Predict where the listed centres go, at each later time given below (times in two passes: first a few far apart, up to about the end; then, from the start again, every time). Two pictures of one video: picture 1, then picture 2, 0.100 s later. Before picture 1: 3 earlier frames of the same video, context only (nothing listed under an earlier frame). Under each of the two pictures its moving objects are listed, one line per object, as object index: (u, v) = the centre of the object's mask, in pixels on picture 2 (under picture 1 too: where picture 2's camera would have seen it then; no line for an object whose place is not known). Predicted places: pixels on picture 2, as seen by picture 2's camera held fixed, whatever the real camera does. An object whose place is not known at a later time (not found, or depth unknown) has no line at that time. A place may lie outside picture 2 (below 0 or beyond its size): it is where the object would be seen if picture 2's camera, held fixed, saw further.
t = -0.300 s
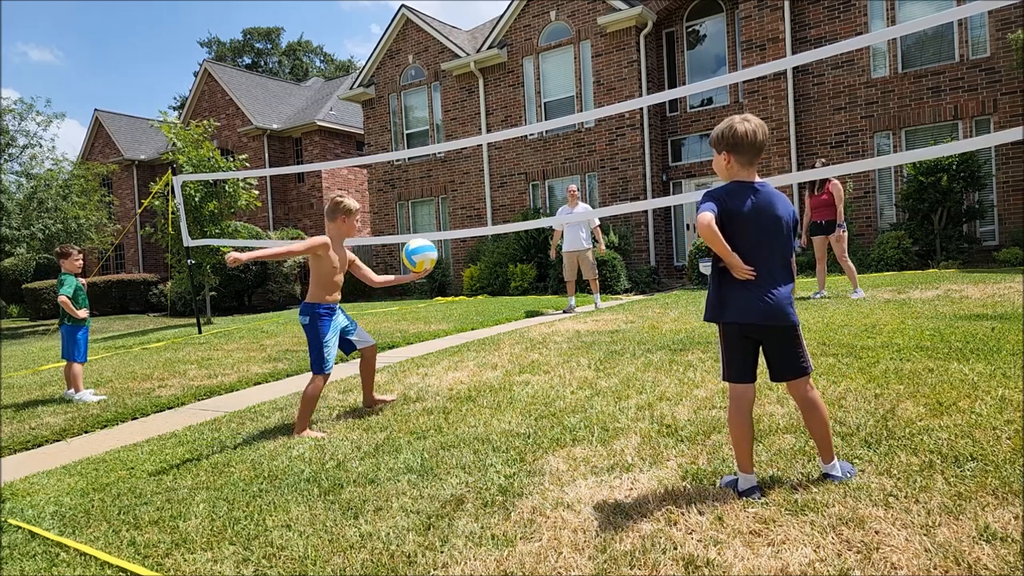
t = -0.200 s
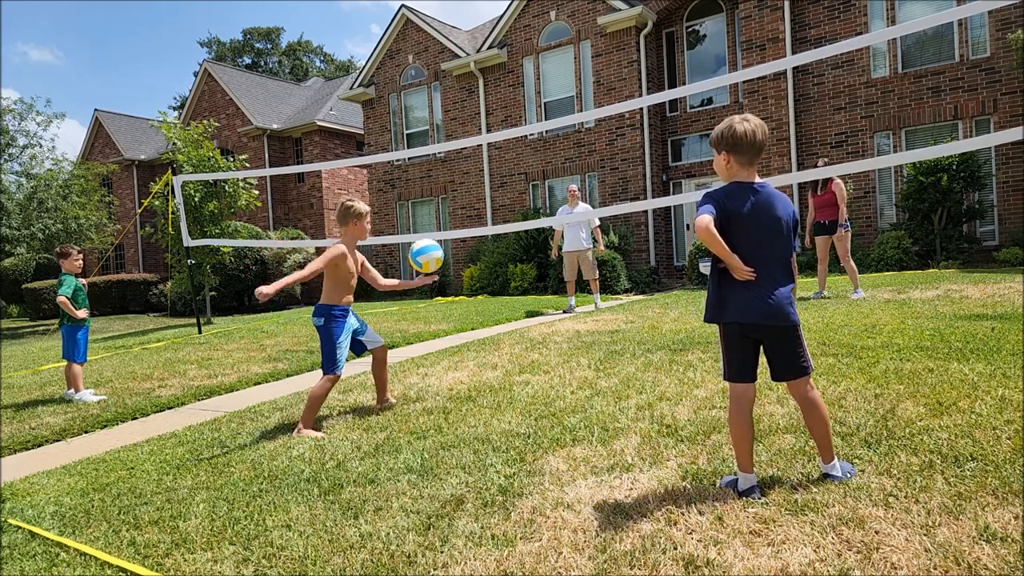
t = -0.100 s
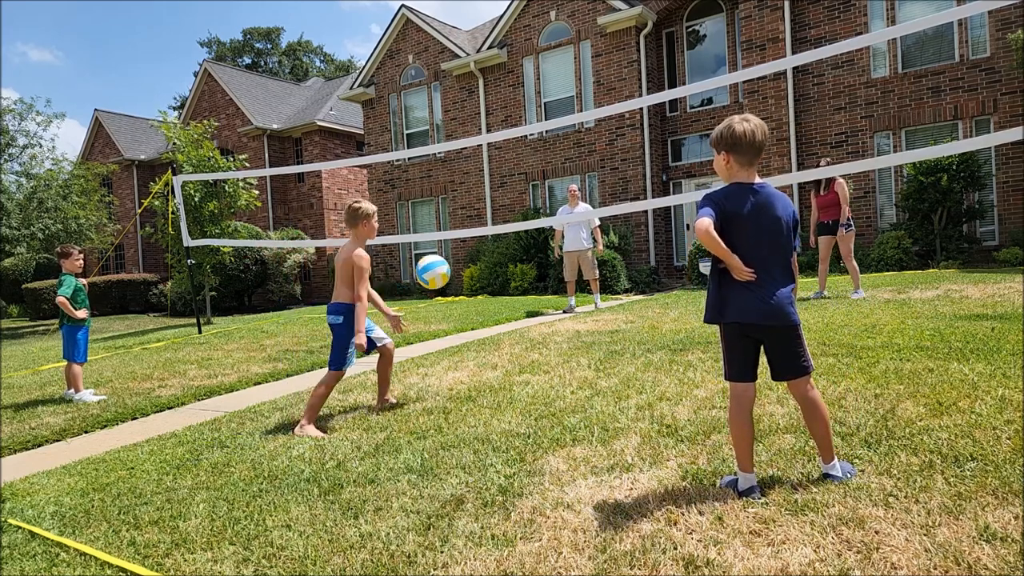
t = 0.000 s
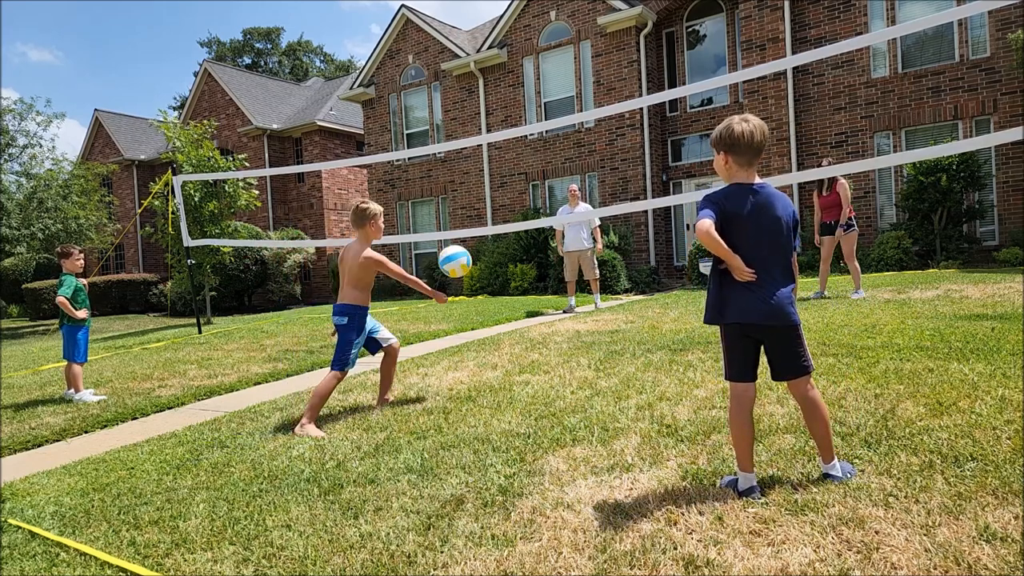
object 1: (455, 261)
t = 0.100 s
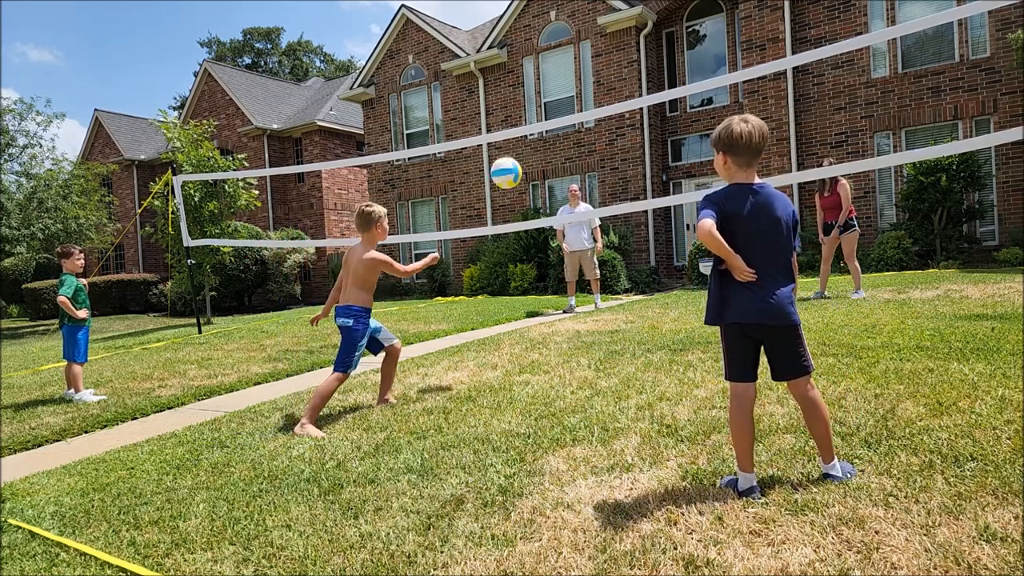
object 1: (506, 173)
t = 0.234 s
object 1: (566, 89)
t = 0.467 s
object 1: (654, 21)
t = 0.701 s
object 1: (725, 28)
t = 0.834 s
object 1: (759, 55)
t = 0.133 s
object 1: (522, 148)
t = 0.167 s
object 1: (537, 126)
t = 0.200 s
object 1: (552, 106)
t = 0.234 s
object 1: (566, 89)
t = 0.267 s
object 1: (580, 73)
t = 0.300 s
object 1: (593, 60)
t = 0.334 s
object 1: (606, 49)
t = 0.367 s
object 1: (619, 39)
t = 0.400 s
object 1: (631, 31)
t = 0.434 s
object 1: (643, 26)
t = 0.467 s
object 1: (654, 21)
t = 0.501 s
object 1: (665, 18)
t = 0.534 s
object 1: (675, 16)
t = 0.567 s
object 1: (686, 16)
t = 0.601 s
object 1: (696, 17)
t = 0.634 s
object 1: (705, 19)
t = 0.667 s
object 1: (715, 23)
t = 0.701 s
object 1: (725, 28)
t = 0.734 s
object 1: (734, 33)
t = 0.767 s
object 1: (743, 40)
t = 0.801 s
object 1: (751, 48)
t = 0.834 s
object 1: (759, 55)
